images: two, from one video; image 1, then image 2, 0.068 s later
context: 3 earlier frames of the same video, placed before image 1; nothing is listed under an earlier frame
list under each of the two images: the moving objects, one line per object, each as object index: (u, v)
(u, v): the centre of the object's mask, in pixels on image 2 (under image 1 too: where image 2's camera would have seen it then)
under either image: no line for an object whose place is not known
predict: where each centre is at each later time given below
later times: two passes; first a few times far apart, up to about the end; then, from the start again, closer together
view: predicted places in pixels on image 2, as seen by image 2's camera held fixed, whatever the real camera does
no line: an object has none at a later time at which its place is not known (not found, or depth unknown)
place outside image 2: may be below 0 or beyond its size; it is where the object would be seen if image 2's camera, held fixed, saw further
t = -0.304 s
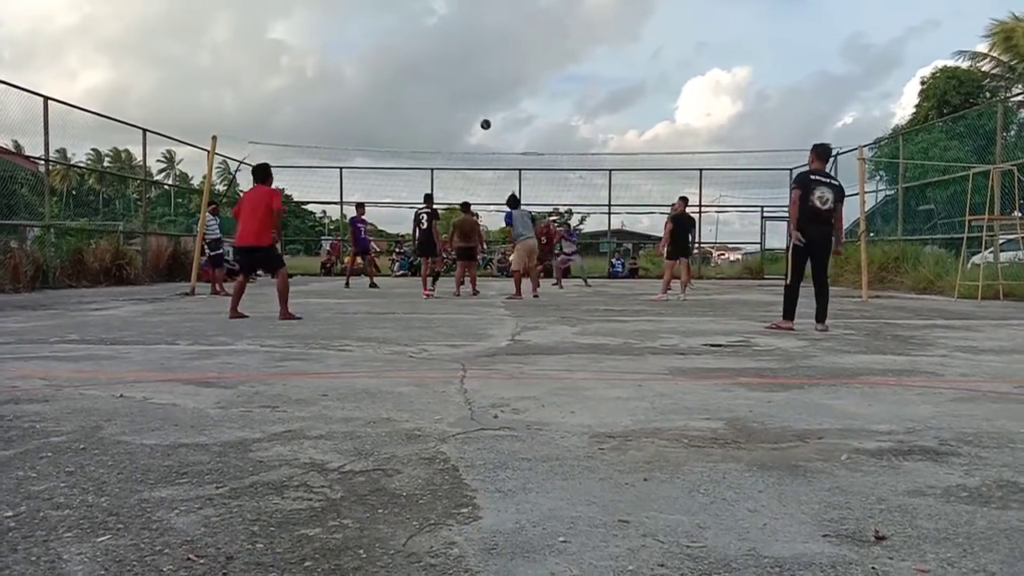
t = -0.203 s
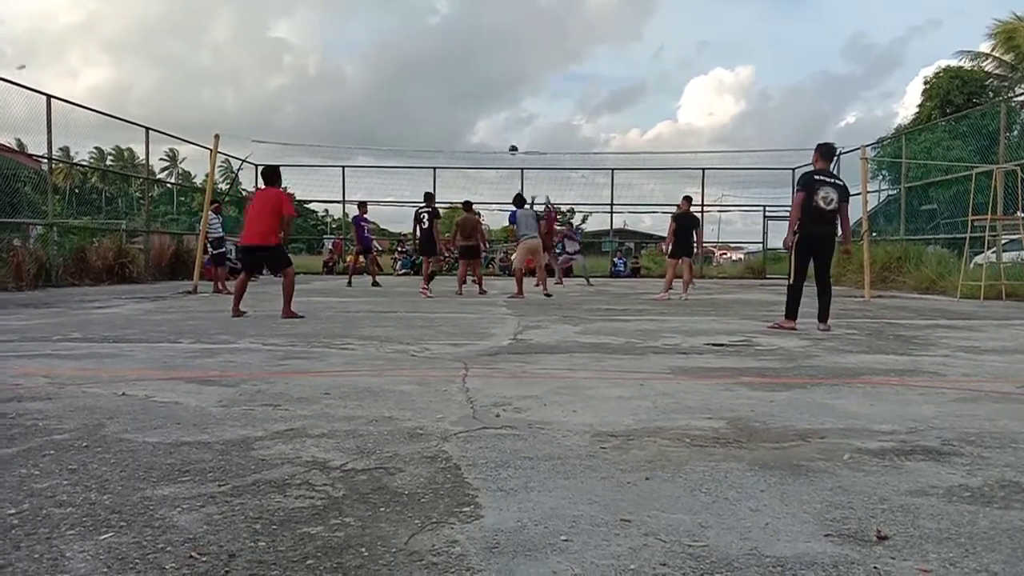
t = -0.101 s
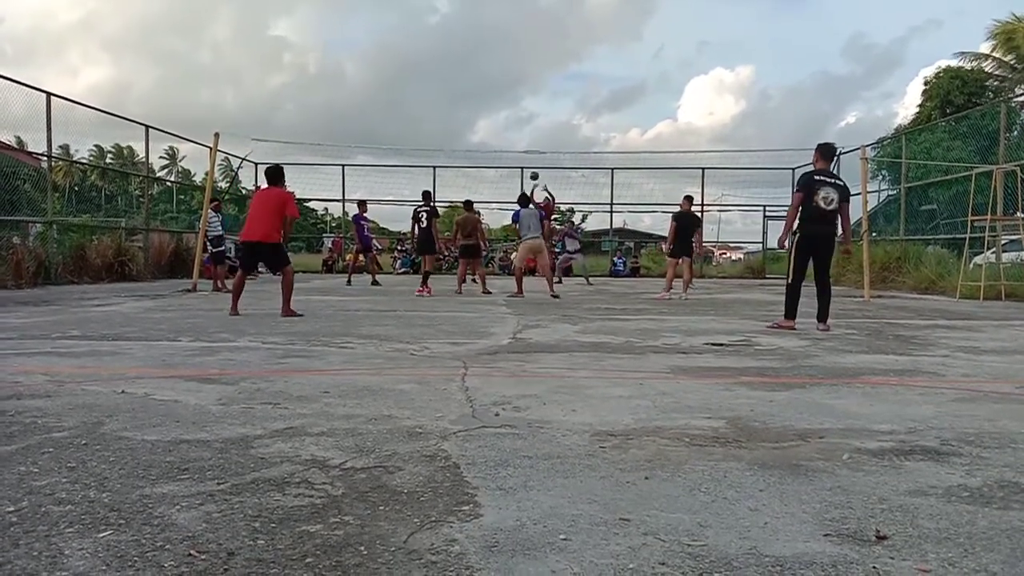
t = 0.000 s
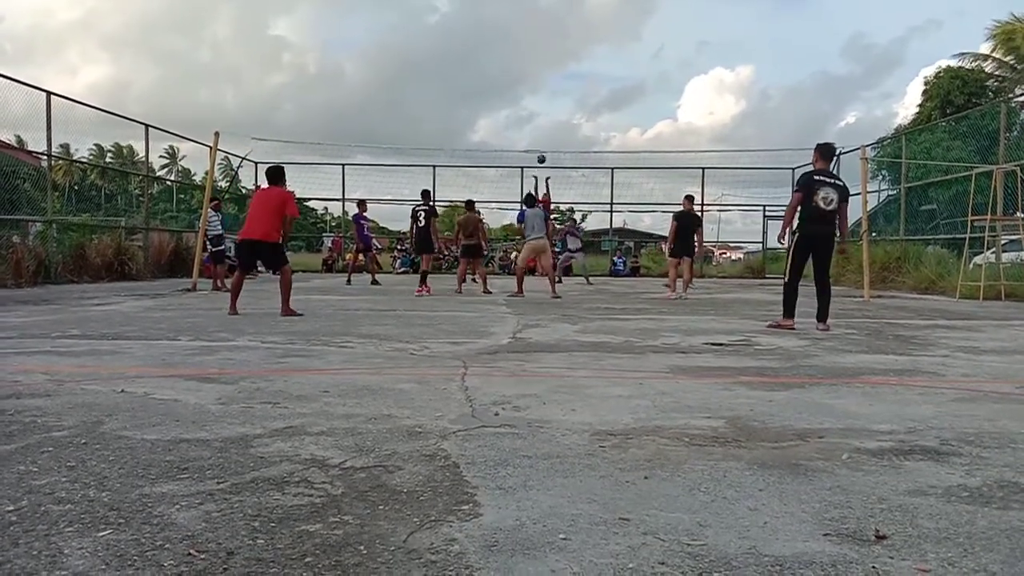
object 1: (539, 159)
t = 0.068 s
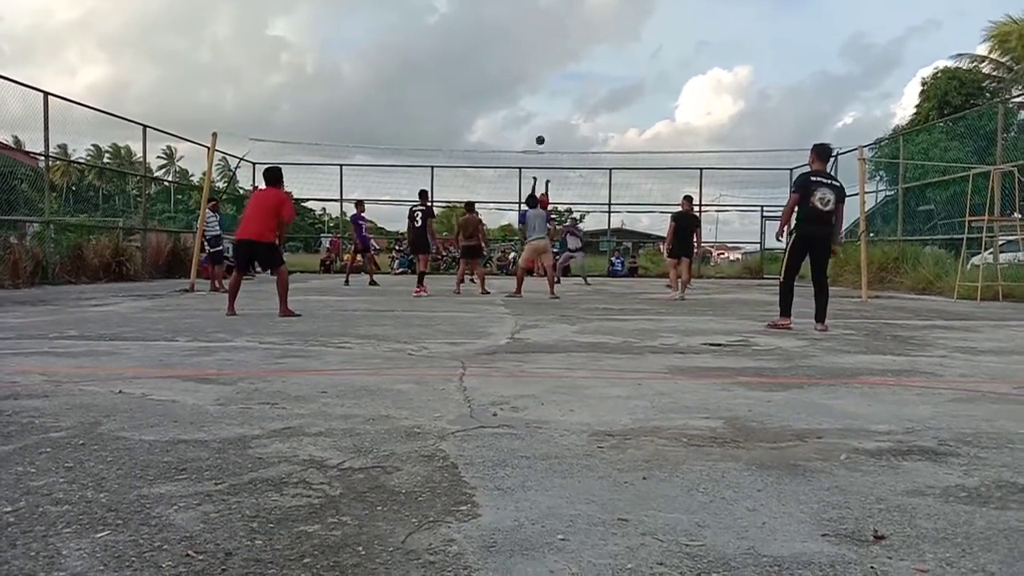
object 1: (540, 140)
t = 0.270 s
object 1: (542, 92)
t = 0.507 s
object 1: (543, 55)
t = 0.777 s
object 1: (545, 45)
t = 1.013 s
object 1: (546, 68)
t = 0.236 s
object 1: (541, 99)
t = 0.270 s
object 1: (542, 92)
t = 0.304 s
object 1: (542, 85)
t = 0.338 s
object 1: (542, 79)
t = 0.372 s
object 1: (542, 73)
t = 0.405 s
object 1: (542, 68)
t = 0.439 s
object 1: (543, 63)
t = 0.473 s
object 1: (543, 59)
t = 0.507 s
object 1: (543, 55)
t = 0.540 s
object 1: (543, 52)
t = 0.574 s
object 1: (544, 50)
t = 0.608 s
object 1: (544, 48)
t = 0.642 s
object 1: (544, 46)
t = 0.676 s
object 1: (544, 45)
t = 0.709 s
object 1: (544, 45)
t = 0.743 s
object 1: (545, 45)
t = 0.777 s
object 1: (545, 45)
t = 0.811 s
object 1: (545, 47)
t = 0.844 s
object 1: (545, 49)
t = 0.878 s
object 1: (545, 51)
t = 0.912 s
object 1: (546, 55)
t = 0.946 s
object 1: (546, 59)
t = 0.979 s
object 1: (546, 63)
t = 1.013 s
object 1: (546, 68)
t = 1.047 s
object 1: (546, 74)
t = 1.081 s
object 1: (546, 81)
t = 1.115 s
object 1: (547, 88)
